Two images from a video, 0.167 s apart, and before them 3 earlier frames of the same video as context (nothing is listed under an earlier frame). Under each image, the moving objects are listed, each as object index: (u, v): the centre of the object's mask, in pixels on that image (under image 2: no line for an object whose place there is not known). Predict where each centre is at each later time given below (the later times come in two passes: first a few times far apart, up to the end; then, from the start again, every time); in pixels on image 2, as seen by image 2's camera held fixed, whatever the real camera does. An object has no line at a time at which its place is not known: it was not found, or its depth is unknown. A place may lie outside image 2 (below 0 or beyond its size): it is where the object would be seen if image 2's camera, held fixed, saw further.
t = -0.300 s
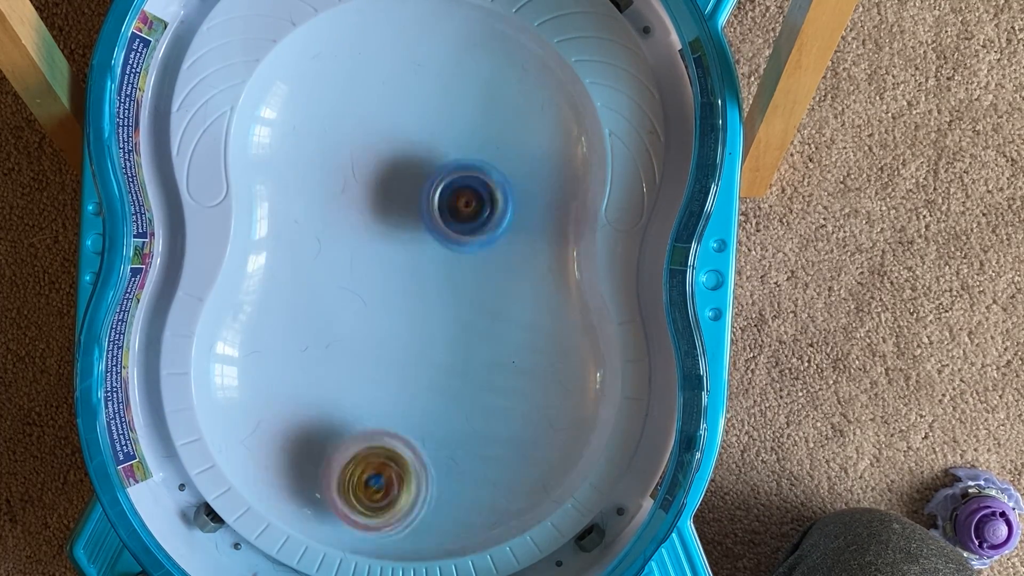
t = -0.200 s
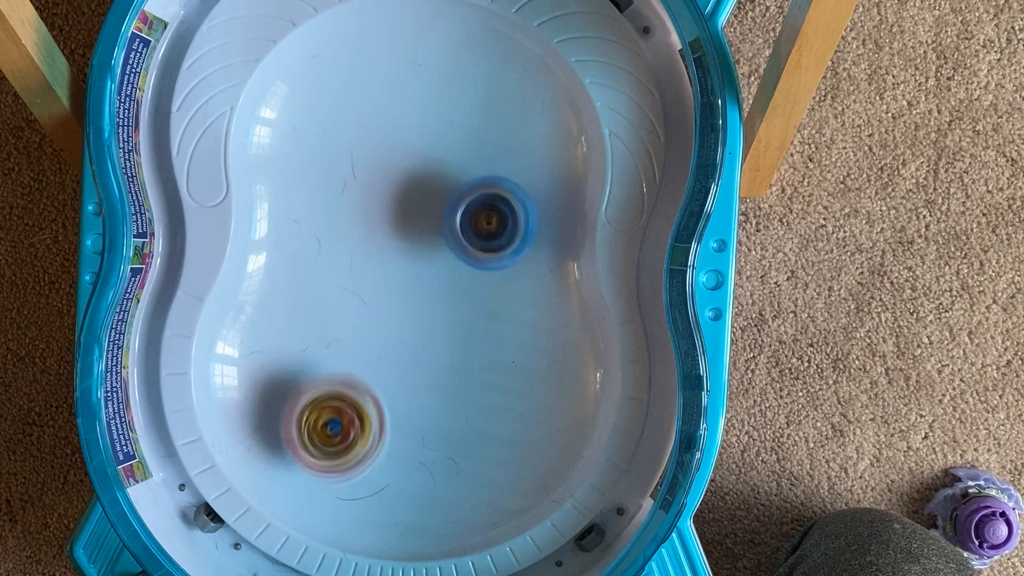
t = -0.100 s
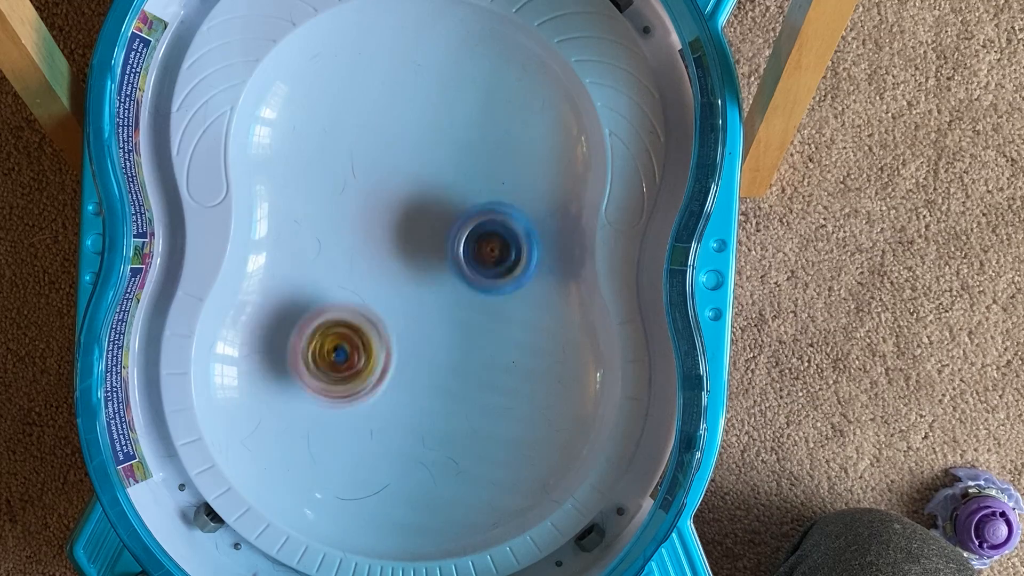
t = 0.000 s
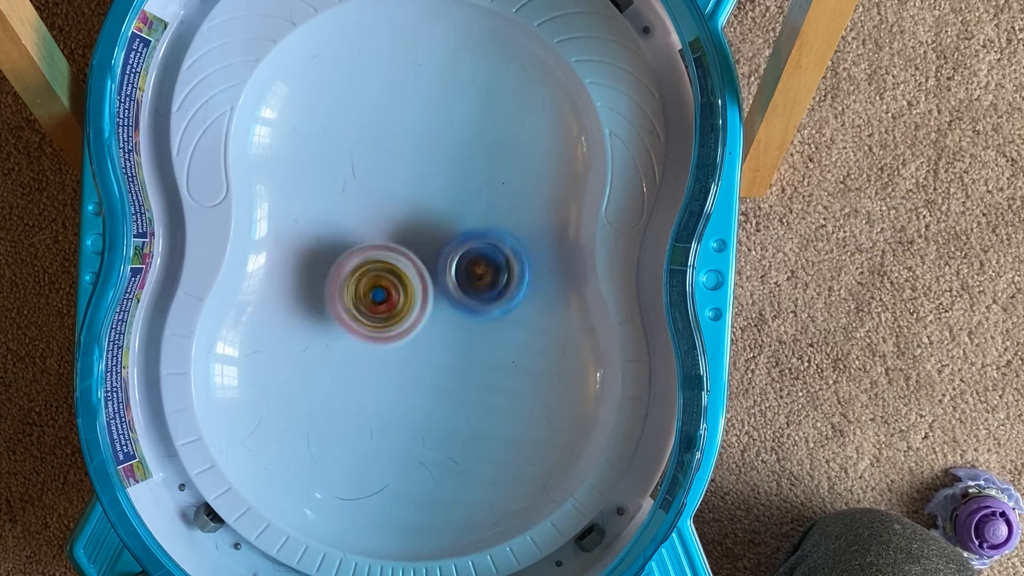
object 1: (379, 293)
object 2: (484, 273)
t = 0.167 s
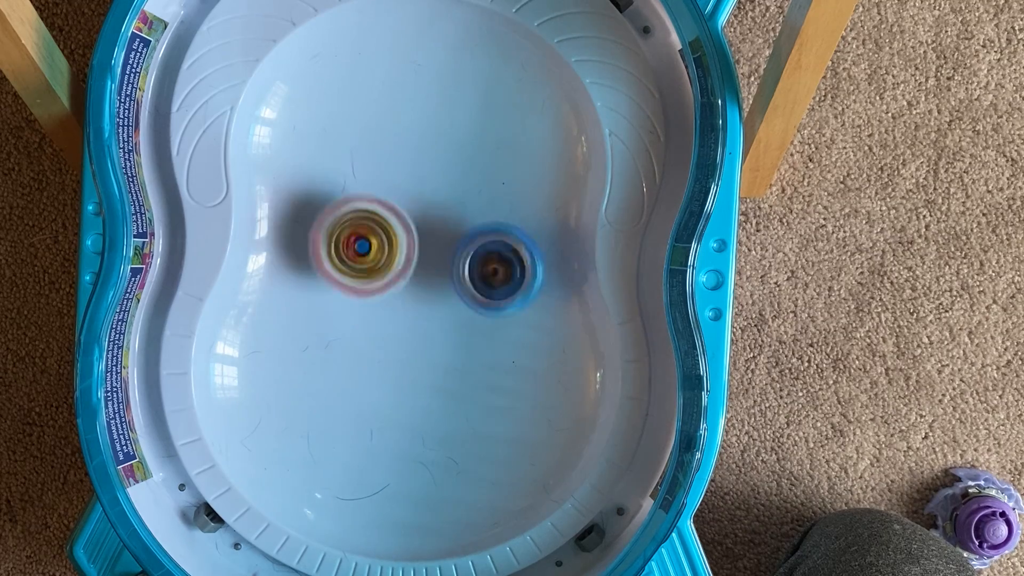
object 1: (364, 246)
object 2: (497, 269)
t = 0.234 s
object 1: (364, 227)
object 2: (482, 270)
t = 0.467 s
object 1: (361, 164)
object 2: (410, 272)
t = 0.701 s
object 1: (395, 122)
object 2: (360, 274)
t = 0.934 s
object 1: (450, 156)
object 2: (382, 292)
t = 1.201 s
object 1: (462, 240)
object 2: (464, 380)
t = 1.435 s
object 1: (446, 337)
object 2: (451, 449)
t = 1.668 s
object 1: (369, 322)
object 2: (407, 484)
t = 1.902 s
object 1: (332, 287)
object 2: (391, 355)
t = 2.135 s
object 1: (321, 225)
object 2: (413, 222)
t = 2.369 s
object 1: (360, 224)
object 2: (382, 90)
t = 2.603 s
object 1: (468, 285)
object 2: (371, 107)
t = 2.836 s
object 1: (541, 399)
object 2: (425, 214)
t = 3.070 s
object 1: (447, 464)
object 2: (507, 314)
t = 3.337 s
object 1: (315, 371)
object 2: (513, 416)
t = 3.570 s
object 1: (307, 280)
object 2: (405, 445)
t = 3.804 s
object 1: (369, 217)
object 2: (305, 406)
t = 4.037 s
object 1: (459, 205)
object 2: (315, 333)
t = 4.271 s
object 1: (490, 224)
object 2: (407, 290)
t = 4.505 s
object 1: (462, 148)
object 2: (458, 369)
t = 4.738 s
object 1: (389, 102)
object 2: (477, 397)
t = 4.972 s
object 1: (347, 144)
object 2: (435, 380)
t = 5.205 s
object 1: (389, 231)
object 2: (377, 404)
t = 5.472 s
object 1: (519, 358)
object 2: (390, 391)
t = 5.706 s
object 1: (523, 458)
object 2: (389, 347)
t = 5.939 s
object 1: (412, 436)
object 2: (383, 332)
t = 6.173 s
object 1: (335, 393)
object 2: (371, 300)
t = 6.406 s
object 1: (331, 362)
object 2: (413, 290)
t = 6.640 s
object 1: (383, 376)
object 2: (450, 301)
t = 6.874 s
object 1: (425, 409)
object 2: (456, 315)
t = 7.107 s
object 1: (448, 400)
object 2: (446, 296)
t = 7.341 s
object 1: (435, 370)
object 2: (414, 275)
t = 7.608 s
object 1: (397, 391)
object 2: (386, 271)
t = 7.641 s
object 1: (391, 392)
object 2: (386, 271)
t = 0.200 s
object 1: (364, 236)
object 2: (492, 271)
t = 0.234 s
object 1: (364, 227)
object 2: (482, 270)
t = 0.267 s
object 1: (364, 219)
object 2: (473, 271)
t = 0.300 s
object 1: (366, 211)
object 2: (460, 272)
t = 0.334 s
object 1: (368, 203)
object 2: (447, 268)
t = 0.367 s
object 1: (364, 193)
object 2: (439, 269)
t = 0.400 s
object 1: (363, 183)
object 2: (429, 269)
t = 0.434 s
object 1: (362, 174)
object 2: (421, 270)
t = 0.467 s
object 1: (361, 164)
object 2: (410, 272)
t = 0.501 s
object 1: (361, 155)
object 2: (401, 271)
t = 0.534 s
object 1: (362, 146)
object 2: (391, 272)
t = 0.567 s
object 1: (365, 138)
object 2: (383, 272)
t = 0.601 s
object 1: (370, 131)
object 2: (378, 274)
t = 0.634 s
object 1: (378, 125)
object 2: (370, 273)
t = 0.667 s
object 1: (386, 122)
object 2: (365, 273)
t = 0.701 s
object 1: (395, 122)
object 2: (360, 274)
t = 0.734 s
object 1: (404, 122)
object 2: (358, 274)
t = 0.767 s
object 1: (414, 123)
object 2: (358, 277)
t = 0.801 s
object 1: (423, 127)
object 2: (359, 278)
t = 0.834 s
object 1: (432, 132)
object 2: (364, 279)
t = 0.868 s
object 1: (440, 139)
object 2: (368, 282)
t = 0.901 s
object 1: (445, 147)
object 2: (374, 286)
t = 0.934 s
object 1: (450, 156)
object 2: (382, 292)
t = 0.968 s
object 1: (453, 164)
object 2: (391, 299)
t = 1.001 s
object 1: (454, 173)
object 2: (401, 307)
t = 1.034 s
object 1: (458, 182)
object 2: (411, 314)
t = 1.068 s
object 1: (460, 193)
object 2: (423, 324)
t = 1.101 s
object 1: (461, 205)
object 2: (432, 338)
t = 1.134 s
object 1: (462, 217)
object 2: (444, 351)
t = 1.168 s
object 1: (462, 228)
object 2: (455, 368)
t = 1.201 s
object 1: (462, 240)
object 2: (464, 380)
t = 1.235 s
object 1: (462, 253)
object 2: (469, 396)
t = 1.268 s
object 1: (461, 267)
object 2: (471, 408)
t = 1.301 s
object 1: (458, 282)
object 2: (472, 419)
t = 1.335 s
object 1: (454, 295)
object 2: (468, 430)
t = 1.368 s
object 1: (451, 308)
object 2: (465, 440)
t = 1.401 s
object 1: (449, 322)
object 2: (457, 447)
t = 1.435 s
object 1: (446, 337)
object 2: (451, 449)
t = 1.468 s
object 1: (440, 347)
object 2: (444, 456)
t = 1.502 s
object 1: (427, 341)
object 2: (445, 471)
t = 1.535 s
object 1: (414, 338)
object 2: (442, 487)
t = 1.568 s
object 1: (402, 334)
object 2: (435, 490)
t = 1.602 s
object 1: (392, 330)
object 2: (424, 495)
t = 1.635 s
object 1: (380, 327)
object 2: (417, 491)
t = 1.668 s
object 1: (369, 322)
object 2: (407, 484)
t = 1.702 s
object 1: (361, 317)
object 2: (400, 473)
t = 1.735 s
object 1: (353, 312)
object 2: (392, 458)
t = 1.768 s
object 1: (345, 307)
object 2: (390, 439)
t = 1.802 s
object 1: (341, 301)
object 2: (386, 418)
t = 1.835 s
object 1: (338, 296)
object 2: (385, 398)
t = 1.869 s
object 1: (336, 293)
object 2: (386, 375)
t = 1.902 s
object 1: (332, 287)
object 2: (391, 355)
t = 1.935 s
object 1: (325, 281)
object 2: (402, 335)
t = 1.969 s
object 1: (319, 272)
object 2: (410, 318)
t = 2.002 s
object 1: (315, 261)
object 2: (417, 299)
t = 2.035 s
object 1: (314, 252)
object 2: (417, 281)
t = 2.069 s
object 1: (313, 243)
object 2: (419, 260)
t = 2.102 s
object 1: (316, 233)
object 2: (416, 239)
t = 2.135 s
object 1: (321, 225)
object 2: (413, 222)
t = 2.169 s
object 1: (322, 223)
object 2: (412, 200)
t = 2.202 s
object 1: (323, 218)
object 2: (411, 179)
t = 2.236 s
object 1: (326, 218)
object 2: (408, 153)
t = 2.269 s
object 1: (331, 217)
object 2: (405, 134)
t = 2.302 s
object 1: (338, 218)
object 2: (398, 112)
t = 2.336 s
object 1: (347, 220)
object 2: (388, 98)
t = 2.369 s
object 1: (360, 224)
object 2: (382, 90)
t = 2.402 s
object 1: (373, 229)
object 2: (379, 82)
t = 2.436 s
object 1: (388, 235)
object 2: (374, 78)
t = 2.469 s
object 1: (404, 243)
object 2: (371, 79)
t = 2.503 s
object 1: (420, 252)
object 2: (371, 81)
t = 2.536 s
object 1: (437, 262)
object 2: (370, 86)
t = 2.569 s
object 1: (453, 273)
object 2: (368, 94)
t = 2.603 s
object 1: (468, 285)
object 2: (371, 107)
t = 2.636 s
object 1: (483, 300)
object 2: (374, 121)
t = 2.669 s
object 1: (495, 315)
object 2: (378, 134)
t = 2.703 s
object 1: (509, 330)
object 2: (382, 149)
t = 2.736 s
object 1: (523, 347)
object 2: (389, 166)
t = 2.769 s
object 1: (535, 363)
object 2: (399, 182)
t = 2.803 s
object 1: (540, 382)
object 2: (411, 201)
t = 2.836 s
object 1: (541, 399)
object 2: (425, 214)
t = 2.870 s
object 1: (538, 416)
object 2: (437, 228)
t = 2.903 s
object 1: (530, 433)
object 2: (450, 244)
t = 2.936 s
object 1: (520, 445)
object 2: (465, 258)
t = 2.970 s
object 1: (504, 456)
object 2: (476, 272)
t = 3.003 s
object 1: (486, 461)
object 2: (487, 287)
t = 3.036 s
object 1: (467, 464)
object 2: (498, 301)
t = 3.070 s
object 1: (447, 464)
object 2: (507, 314)
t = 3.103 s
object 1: (428, 460)
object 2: (512, 326)
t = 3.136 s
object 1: (407, 453)
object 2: (519, 344)
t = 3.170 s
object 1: (389, 443)
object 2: (526, 355)
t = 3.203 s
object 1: (370, 432)
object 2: (530, 370)
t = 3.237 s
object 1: (352, 418)
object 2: (529, 381)
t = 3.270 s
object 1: (338, 403)
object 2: (527, 394)
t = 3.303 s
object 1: (324, 387)
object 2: (520, 405)
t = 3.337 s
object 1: (315, 371)
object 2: (513, 416)
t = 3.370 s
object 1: (306, 354)
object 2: (501, 424)
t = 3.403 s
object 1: (304, 341)
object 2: (489, 431)
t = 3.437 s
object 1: (303, 328)
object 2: (473, 436)
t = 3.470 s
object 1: (303, 315)
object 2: (458, 442)
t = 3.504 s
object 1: (304, 303)
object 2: (440, 444)
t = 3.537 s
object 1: (304, 291)
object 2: (424, 445)
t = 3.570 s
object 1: (307, 280)
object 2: (405, 445)
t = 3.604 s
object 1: (311, 270)
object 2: (387, 443)
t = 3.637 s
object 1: (319, 258)
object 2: (370, 441)
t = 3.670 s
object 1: (326, 248)
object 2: (353, 437)
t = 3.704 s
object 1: (335, 237)
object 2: (340, 430)
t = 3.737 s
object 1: (344, 229)
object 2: (326, 423)
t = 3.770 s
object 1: (357, 222)
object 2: (314, 414)
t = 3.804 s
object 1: (369, 217)
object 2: (305, 406)
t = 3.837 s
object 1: (382, 212)
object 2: (300, 395)
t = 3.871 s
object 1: (396, 209)
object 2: (296, 385)
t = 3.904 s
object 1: (409, 207)
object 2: (294, 372)
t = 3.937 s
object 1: (423, 205)
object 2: (295, 362)
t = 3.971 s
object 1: (435, 205)
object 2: (298, 351)
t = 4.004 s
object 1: (448, 204)
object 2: (308, 343)
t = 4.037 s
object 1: (459, 205)
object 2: (315, 333)
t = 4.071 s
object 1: (469, 206)
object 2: (329, 327)
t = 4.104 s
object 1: (477, 208)
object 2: (339, 320)
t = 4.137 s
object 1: (483, 210)
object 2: (355, 313)
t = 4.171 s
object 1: (489, 213)
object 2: (367, 305)
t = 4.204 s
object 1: (490, 216)
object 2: (381, 299)
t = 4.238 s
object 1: (492, 220)
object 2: (392, 294)
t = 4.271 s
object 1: (490, 224)
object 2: (407, 290)
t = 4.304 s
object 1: (490, 221)
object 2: (420, 294)
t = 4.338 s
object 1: (488, 206)
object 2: (428, 310)
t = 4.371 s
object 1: (487, 194)
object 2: (436, 324)
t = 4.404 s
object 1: (484, 183)
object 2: (445, 333)
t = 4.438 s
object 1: (479, 172)
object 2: (450, 342)
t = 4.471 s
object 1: (471, 160)
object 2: (452, 356)
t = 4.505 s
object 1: (462, 148)
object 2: (458, 369)
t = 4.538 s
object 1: (452, 137)
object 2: (465, 381)
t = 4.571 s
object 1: (442, 127)
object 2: (471, 391)
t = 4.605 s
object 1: (430, 118)
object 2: (477, 396)
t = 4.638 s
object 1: (420, 112)
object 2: (481, 398)
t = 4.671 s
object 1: (408, 107)
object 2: (482, 397)
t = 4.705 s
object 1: (398, 104)
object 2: (480, 397)
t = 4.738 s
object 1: (389, 102)
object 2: (477, 397)
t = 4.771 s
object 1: (380, 103)
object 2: (474, 397)
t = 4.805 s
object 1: (372, 106)
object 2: (471, 394)
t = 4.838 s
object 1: (364, 111)
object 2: (467, 391)
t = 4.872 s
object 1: (359, 117)
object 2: (462, 387)
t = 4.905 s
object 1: (353, 125)
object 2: (454, 382)
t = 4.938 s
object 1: (350, 134)
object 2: (445, 380)
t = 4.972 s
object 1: (347, 144)
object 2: (435, 380)
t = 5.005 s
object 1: (346, 155)
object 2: (425, 381)
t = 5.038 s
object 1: (347, 166)
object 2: (414, 385)
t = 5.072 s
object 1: (350, 179)
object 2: (404, 388)
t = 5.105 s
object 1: (356, 191)
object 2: (395, 393)
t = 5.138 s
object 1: (366, 204)
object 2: (386, 397)
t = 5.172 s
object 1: (376, 216)
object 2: (380, 401)
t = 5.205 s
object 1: (389, 231)
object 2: (377, 404)
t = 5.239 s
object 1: (405, 244)
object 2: (376, 405)
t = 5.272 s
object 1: (420, 259)
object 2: (377, 404)
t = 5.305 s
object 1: (437, 274)
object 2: (377, 403)
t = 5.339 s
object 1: (452, 290)
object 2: (378, 403)
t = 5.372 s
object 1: (469, 306)
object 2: (379, 403)
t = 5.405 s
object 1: (486, 323)
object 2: (383, 401)
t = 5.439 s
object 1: (503, 341)
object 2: (386, 397)
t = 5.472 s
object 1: (519, 358)
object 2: (390, 391)
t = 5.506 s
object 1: (532, 377)
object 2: (392, 385)
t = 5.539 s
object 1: (541, 393)
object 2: (395, 377)
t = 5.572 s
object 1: (545, 410)
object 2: (395, 369)
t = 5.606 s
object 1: (546, 425)
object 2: (395, 361)
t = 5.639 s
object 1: (541, 438)
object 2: (393, 355)
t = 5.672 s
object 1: (535, 450)
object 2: (391, 350)
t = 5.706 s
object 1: (523, 458)
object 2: (389, 347)
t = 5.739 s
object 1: (510, 463)
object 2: (390, 344)
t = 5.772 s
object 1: (495, 463)
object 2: (390, 343)
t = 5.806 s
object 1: (477, 462)
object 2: (391, 343)
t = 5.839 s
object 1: (460, 457)
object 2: (393, 342)
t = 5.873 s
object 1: (441, 449)
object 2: (395, 342)
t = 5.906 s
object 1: (422, 440)
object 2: (394, 341)
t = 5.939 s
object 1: (412, 436)
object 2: (383, 332)
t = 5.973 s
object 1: (399, 429)
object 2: (372, 325)
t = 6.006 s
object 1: (385, 423)
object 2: (365, 317)
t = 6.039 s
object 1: (371, 416)
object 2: (363, 314)
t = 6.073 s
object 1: (360, 409)
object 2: (364, 313)
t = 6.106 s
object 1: (350, 404)
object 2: (365, 310)
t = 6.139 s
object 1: (342, 396)
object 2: (368, 306)
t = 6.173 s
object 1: (335, 393)
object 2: (371, 300)
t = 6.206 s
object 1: (330, 389)
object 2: (376, 294)
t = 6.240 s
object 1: (326, 385)
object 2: (381, 291)
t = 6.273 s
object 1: (323, 381)
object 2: (388, 288)
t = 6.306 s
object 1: (322, 378)
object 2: (394, 287)
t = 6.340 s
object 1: (324, 373)
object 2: (400, 287)
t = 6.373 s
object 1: (328, 366)
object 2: (407, 289)
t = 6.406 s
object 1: (331, 362)
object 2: (413, 290)
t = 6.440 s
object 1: (339, 359)
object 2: (419, 291)
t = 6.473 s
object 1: (349, 354)
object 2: (423, 295)
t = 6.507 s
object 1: (357, 355)
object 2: (430, 296)
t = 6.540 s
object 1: (366, 359)
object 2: (436, 297)
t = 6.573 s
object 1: (372, 366)
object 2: (443, 297)
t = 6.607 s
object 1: (378, 372)
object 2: (448, 298)
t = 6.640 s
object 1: (383, 376)
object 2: (450, 301)
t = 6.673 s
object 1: (385, 381)
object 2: (451, 304)
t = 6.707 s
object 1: (391, 386)
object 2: (452, 308)
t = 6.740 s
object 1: (398, 391)
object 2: (454, 312)
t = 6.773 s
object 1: (404, 394)
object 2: (455, 315)
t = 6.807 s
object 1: (413, 399)
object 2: (456, 318)
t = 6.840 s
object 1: (418, 404)
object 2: (457, 319)
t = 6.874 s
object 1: (425, 409)
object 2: (456, 315)
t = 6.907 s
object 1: (429, 412)
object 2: (455, 311)
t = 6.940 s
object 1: (434, 414)
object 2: (454, 308)
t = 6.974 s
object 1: (439, 414)
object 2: (453, 306)
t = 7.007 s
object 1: (442, 413)
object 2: (451, 304)
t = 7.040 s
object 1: (446, 408)
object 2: (450, 301)
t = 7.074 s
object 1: (446, 404)
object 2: (448, 299)
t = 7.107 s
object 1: (448, 400)
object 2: (446, 296)
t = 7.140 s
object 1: (448, 393)
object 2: (443, 294)
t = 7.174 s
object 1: (446, 386)
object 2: (440, 292)
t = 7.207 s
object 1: (443, 379)
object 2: (436, 290)
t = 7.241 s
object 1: (446, 378)
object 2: (431, 286)
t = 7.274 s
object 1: (445, 375)
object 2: (425, 282)
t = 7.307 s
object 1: (441, 371)
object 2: (420, 279)
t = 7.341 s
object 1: (435, 370)
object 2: (414, 275)
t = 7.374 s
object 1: (429, 373)
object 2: (409, 274)
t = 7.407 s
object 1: (427, 375)
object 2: (404, 272)
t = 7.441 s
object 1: (424, 376)
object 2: (399, 271)
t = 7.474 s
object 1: (418, 376)
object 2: (395, 271)
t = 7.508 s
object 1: (409, 379)
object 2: (391, 270)
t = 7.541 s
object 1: (404, 384)
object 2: (389, 270)
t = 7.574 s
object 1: (400, 388)
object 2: (387, 270)
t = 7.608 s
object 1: (397, 391)
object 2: (386, 271)
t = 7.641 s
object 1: (391, 392)
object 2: (386, 271)
